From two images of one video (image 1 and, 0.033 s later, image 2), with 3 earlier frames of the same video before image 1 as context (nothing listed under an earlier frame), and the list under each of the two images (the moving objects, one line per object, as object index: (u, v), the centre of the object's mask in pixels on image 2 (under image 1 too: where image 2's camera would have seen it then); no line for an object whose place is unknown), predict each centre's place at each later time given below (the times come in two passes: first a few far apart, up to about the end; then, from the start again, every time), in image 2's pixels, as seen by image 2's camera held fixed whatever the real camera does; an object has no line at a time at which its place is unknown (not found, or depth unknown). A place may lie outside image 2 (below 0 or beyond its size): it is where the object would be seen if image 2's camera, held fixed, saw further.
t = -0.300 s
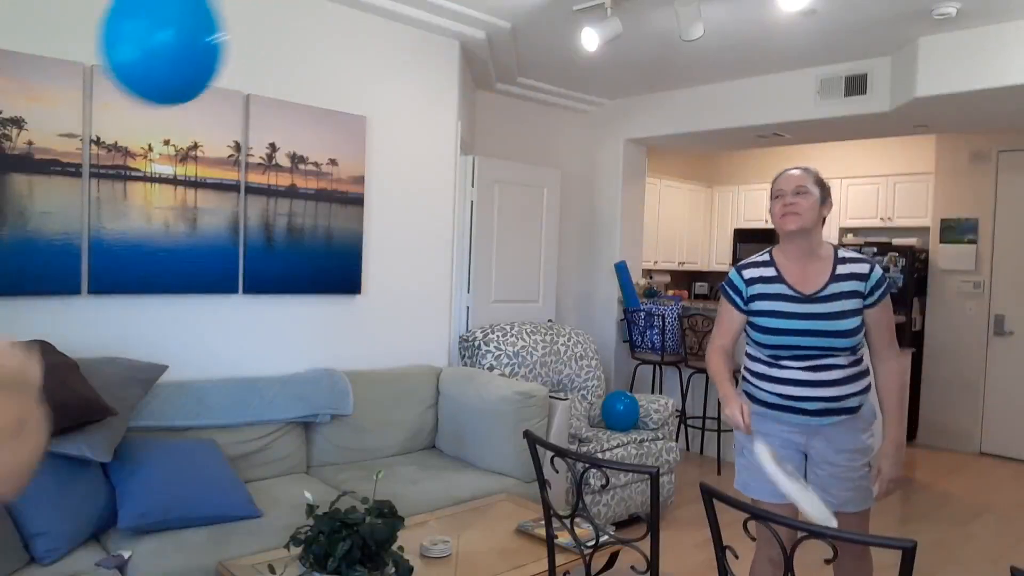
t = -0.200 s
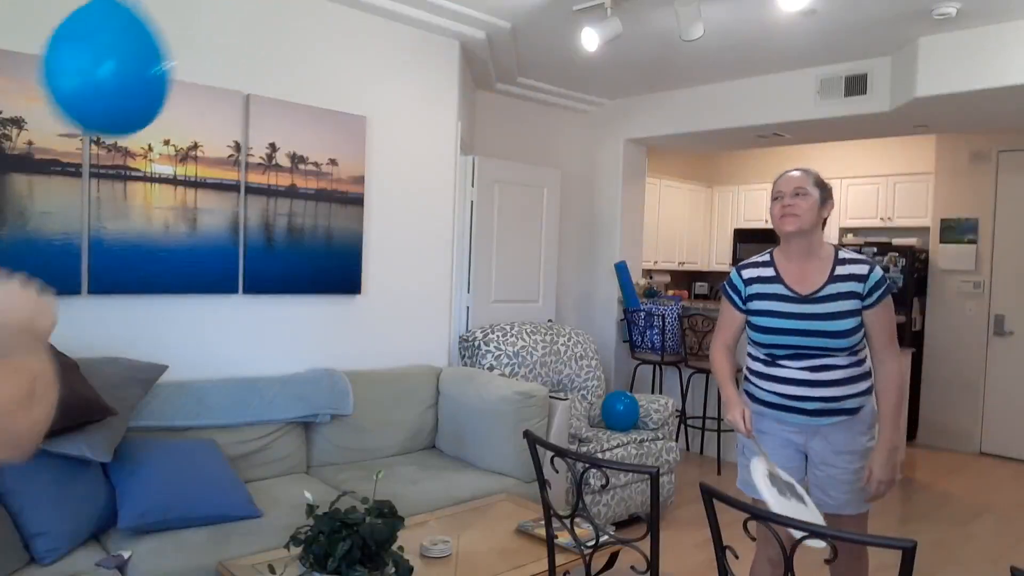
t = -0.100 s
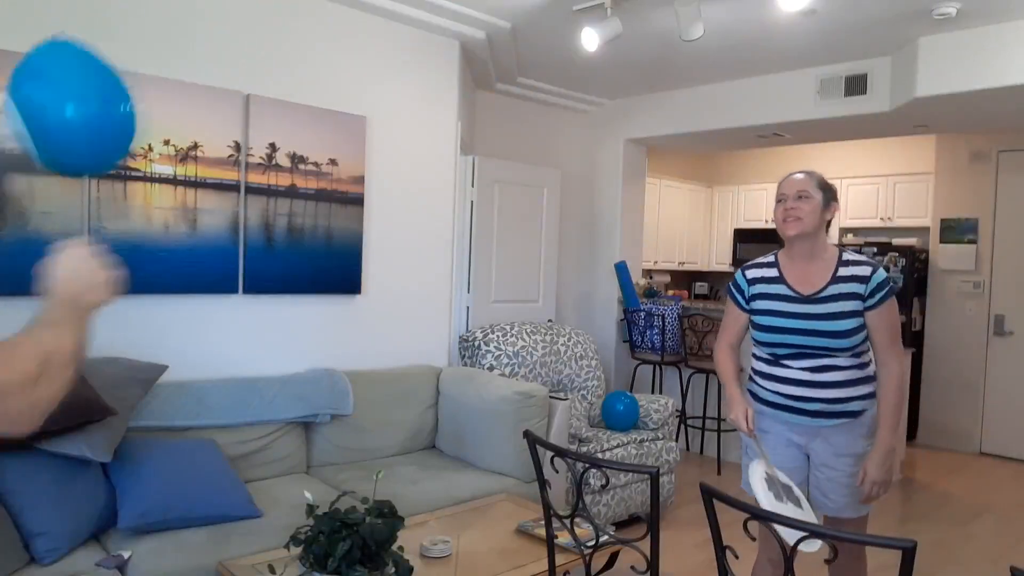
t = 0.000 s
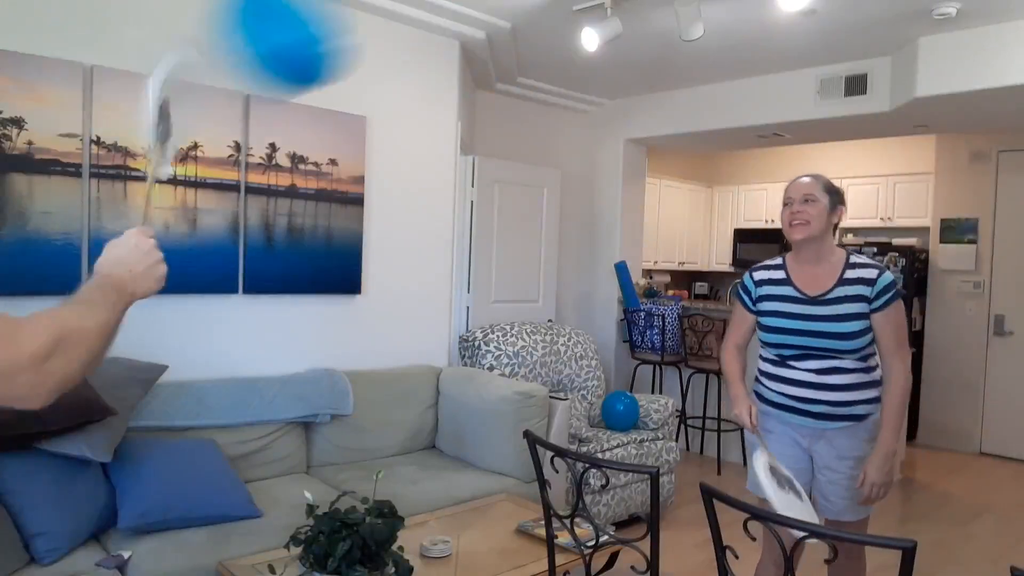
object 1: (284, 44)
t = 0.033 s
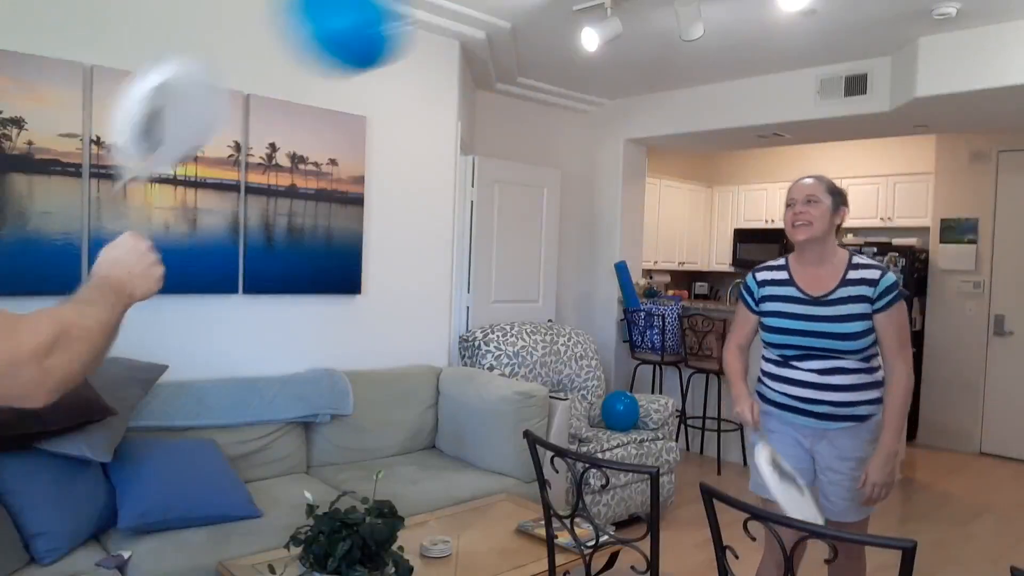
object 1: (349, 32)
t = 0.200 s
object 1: (487, 16)
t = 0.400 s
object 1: (518, 14)
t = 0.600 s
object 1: (536, 32)
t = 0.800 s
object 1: (544, 87)
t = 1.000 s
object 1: (543, 158)
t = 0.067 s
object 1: (394, 25)
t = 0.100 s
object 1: (436, 21)
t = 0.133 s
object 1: (461, 19)
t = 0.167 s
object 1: (477, 18)
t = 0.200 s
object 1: (487, 16)
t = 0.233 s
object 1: (495, 14)
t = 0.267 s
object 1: (501, 14)
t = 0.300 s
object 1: (506, 13)
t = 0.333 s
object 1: (510, 13)
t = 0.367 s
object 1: (514, 13)
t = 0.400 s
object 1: (518, 14)
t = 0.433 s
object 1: (521, 15)
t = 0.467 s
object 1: (525, 17)
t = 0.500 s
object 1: (528, 20)
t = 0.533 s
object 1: (531, 23)
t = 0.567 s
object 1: (534, 27)
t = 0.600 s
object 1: (536, 32)
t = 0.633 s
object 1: (539, 38)
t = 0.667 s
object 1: (540, 45)
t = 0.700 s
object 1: (542, 55)
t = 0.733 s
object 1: (543, 66)
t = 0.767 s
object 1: (543, 76)
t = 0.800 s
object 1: (544, 87)
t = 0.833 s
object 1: (544, 98)
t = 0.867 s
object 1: (544, 109)
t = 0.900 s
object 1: (543, 121)
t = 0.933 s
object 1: (543, 133)
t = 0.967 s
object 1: (543, 145)
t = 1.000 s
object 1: (543, 158)
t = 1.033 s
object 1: (544, 171)
